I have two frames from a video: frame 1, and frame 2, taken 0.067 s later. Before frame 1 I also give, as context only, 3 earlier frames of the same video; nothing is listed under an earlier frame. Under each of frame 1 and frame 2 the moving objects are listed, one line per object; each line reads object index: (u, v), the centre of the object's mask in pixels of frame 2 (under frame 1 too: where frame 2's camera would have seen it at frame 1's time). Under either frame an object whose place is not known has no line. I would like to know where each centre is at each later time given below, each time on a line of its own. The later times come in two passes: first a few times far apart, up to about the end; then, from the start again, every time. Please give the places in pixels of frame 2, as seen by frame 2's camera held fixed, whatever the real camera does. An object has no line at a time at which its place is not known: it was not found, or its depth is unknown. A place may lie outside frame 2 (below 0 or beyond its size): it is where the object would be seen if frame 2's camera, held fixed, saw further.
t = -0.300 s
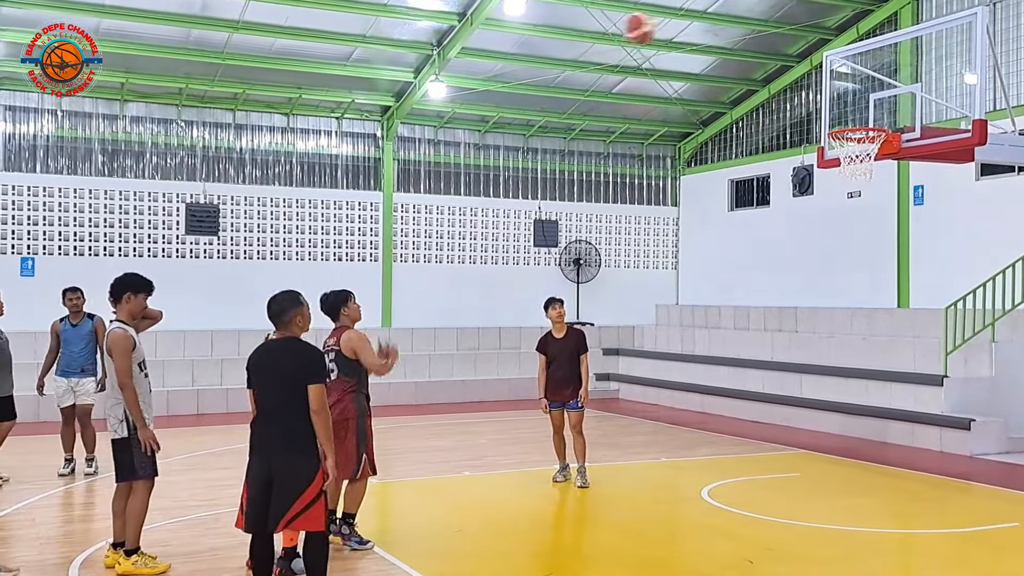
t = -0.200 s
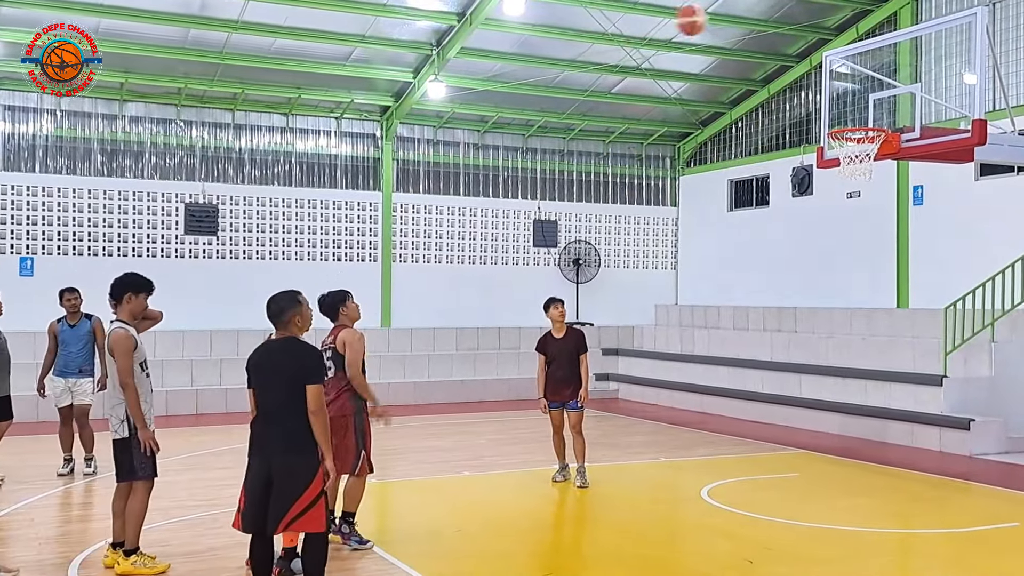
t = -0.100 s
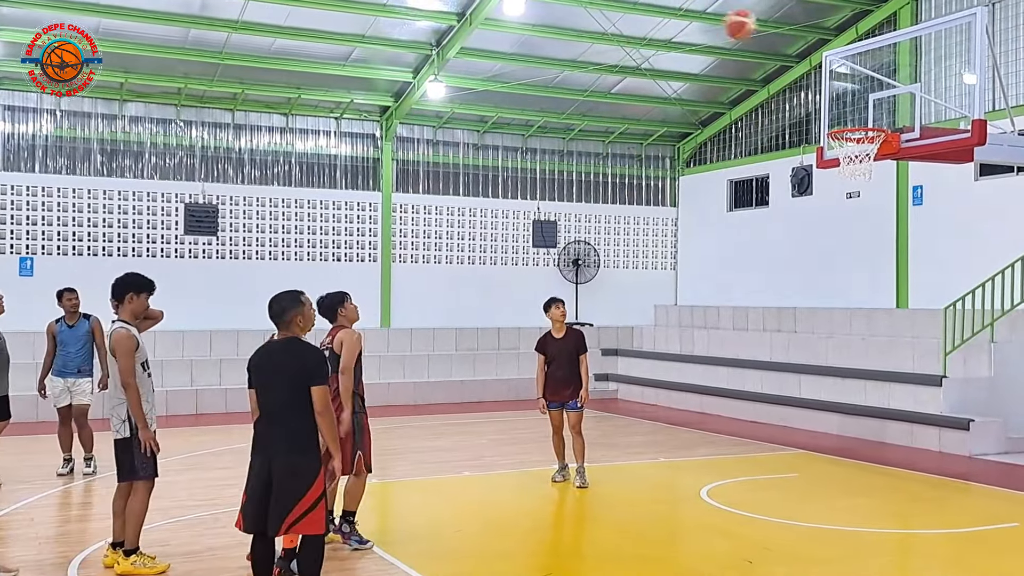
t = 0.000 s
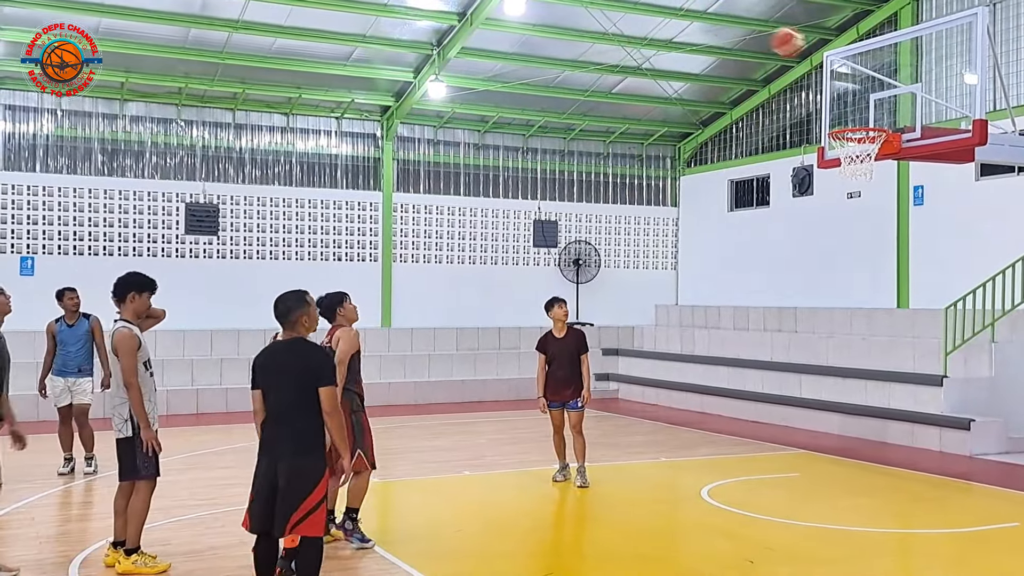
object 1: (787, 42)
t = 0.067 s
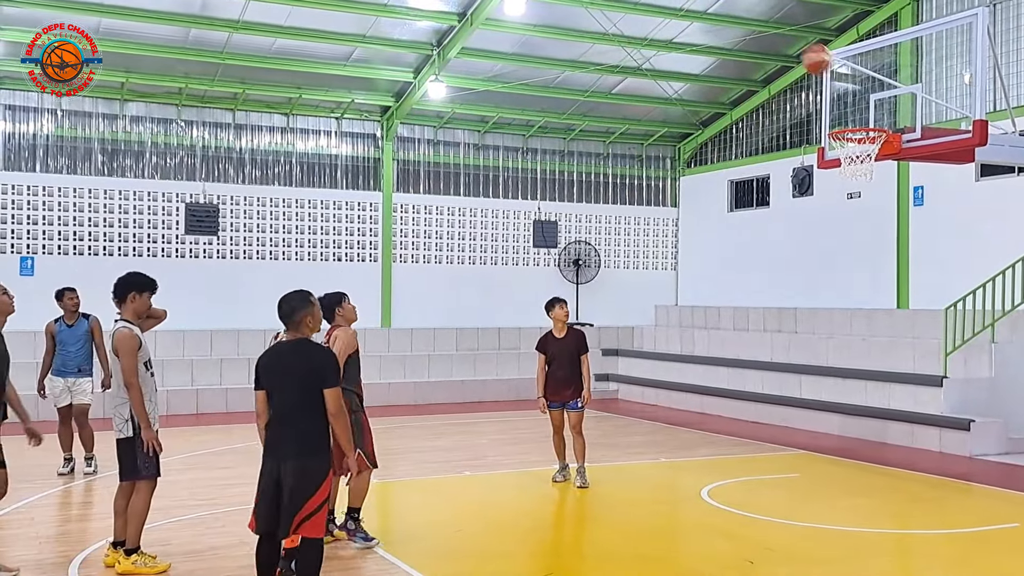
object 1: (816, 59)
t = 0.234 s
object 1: (887, 118)
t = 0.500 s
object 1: (867, 58)
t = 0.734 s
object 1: (837, 70)
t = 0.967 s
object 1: (804, 149)
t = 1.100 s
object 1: (786, 226)
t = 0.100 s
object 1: (831, 71)
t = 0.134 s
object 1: (848, 83)
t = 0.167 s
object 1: (863, 94)
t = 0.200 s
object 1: (877, 109)
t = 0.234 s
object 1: (887, 118)
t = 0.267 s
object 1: (893, 106)
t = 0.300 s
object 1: (891, 97)
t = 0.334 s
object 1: (887, 86)
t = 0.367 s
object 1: (883, 77)
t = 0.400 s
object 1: (879, 71)
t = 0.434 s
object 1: (875, 65)
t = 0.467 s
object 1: (871, 60)
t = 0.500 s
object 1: (867, 58)
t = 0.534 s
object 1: (863, 55)
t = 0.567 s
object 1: (859, 55)
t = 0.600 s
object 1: (854, 55)
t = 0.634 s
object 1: (850, 57)
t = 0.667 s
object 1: (845, 60)
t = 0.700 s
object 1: (841, 64)
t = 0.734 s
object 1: (837, 70)
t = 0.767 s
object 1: (832, 78)
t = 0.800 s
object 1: (828, 86)
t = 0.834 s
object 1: (823, 95)
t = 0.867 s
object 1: (818, 107)
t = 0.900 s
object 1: (813, 120)
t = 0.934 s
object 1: (809, 133)
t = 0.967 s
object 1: (804, 149)
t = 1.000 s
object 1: (800, 167)
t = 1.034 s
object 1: (795, 184)
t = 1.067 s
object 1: (791, 204)
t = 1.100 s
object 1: (786, 226)
